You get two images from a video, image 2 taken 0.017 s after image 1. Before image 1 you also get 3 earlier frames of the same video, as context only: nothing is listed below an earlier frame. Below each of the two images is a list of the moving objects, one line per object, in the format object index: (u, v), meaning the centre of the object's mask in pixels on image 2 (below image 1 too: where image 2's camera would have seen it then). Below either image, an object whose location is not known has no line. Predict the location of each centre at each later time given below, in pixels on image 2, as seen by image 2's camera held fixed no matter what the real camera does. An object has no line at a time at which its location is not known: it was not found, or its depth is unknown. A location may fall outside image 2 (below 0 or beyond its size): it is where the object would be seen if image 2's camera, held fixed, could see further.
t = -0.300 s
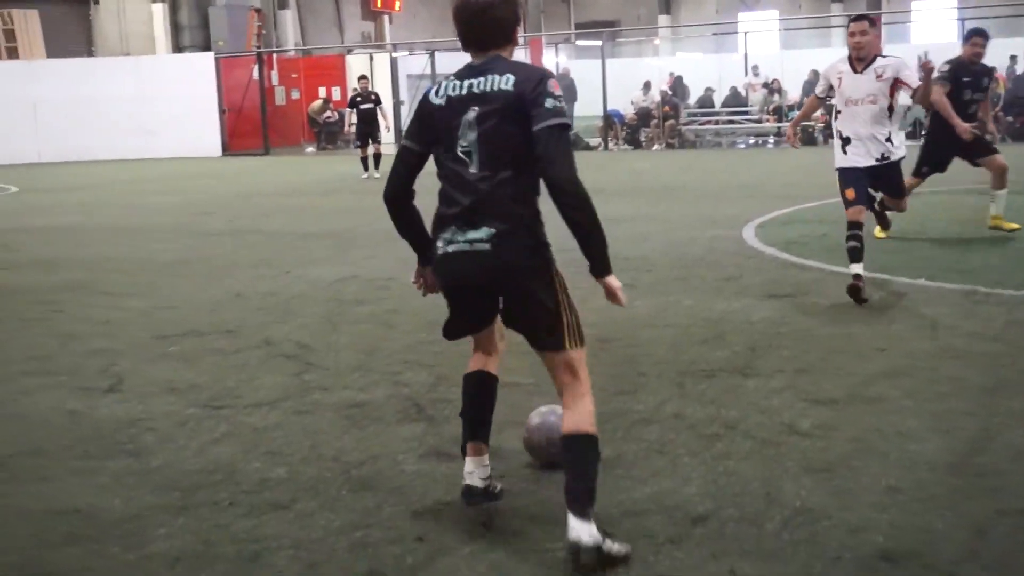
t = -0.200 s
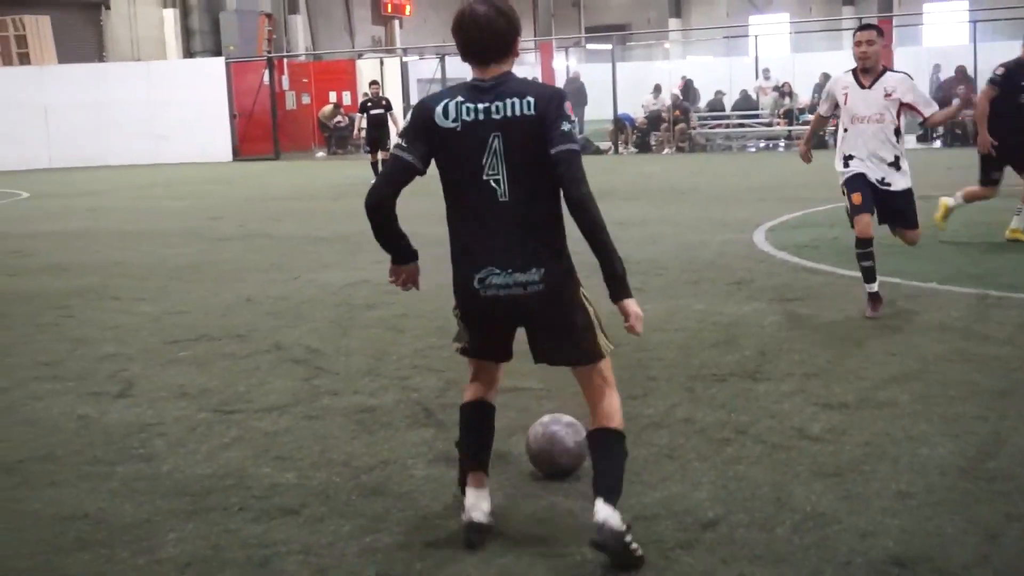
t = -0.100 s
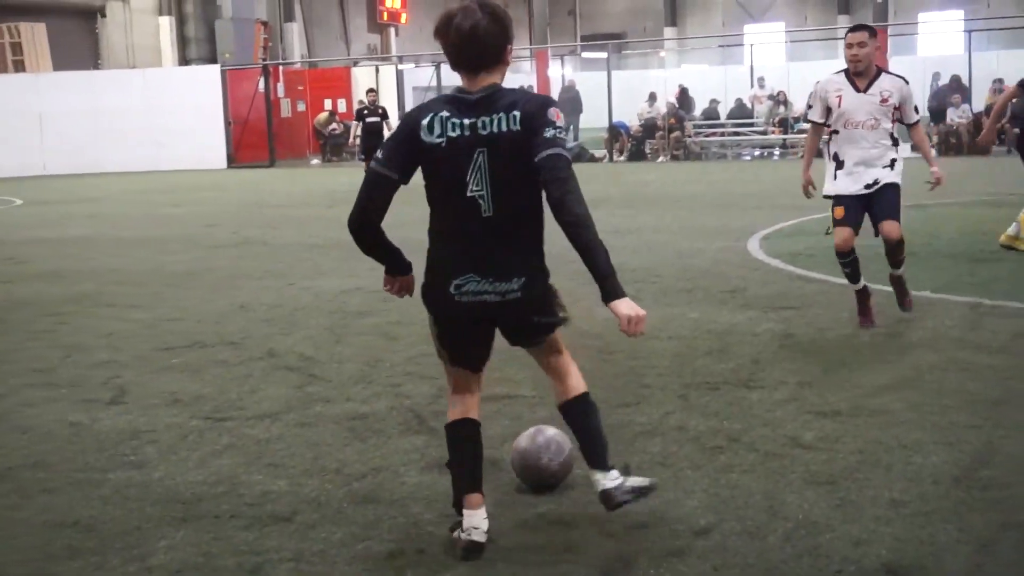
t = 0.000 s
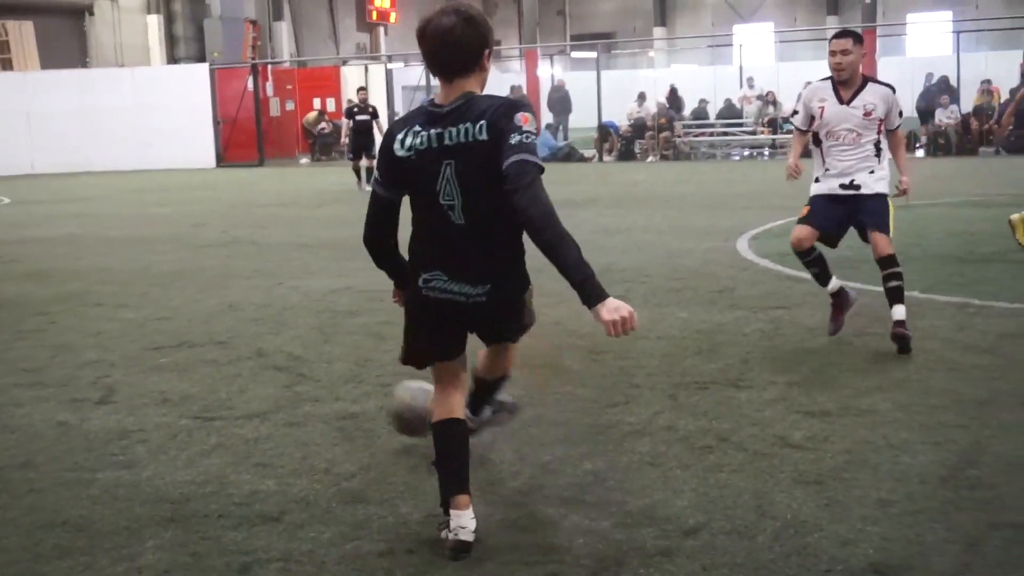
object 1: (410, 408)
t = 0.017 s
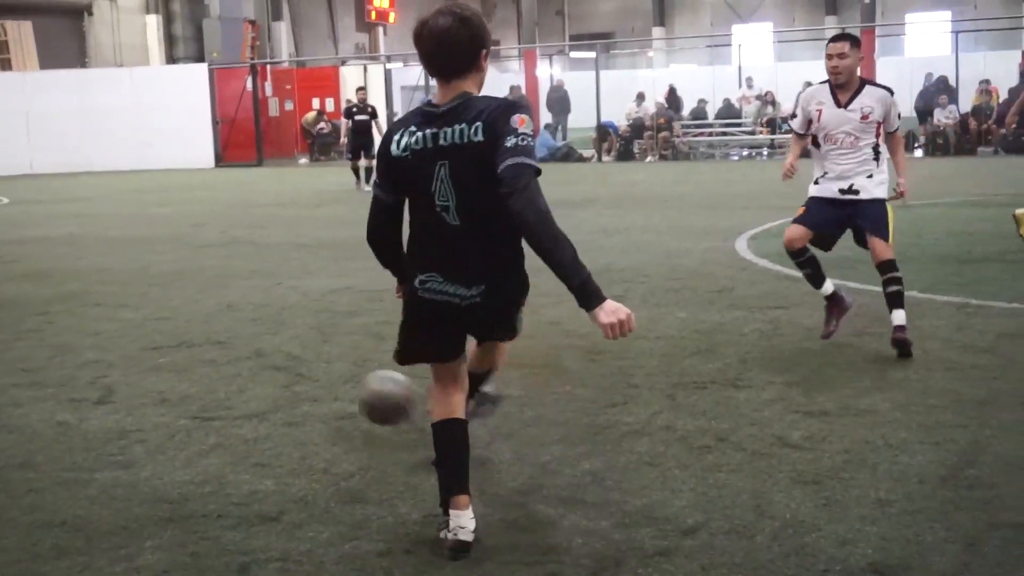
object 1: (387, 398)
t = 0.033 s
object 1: (360, 388)
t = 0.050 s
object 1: (335, 380)
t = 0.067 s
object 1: (311, 372)
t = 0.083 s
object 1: (289, 365)
